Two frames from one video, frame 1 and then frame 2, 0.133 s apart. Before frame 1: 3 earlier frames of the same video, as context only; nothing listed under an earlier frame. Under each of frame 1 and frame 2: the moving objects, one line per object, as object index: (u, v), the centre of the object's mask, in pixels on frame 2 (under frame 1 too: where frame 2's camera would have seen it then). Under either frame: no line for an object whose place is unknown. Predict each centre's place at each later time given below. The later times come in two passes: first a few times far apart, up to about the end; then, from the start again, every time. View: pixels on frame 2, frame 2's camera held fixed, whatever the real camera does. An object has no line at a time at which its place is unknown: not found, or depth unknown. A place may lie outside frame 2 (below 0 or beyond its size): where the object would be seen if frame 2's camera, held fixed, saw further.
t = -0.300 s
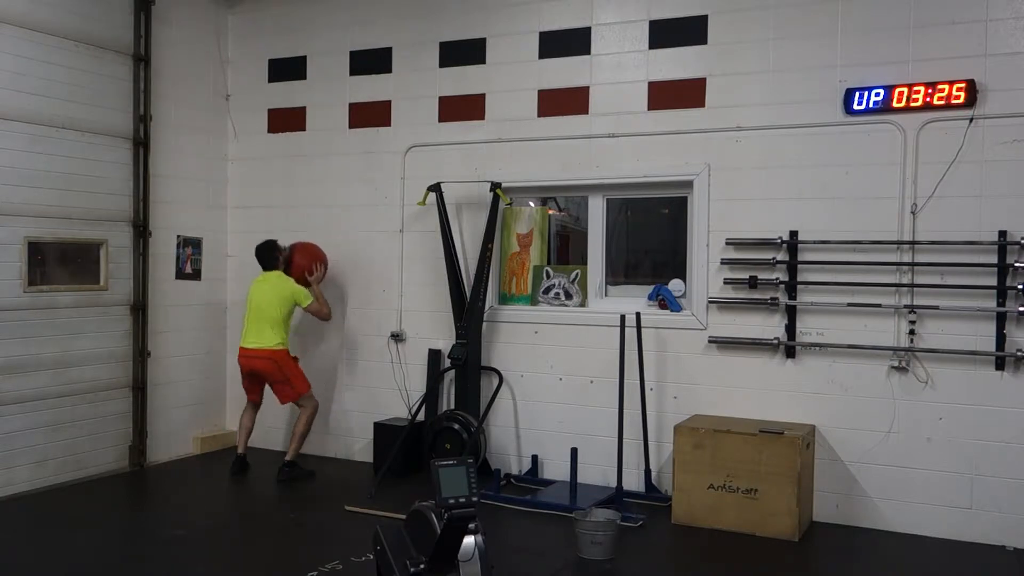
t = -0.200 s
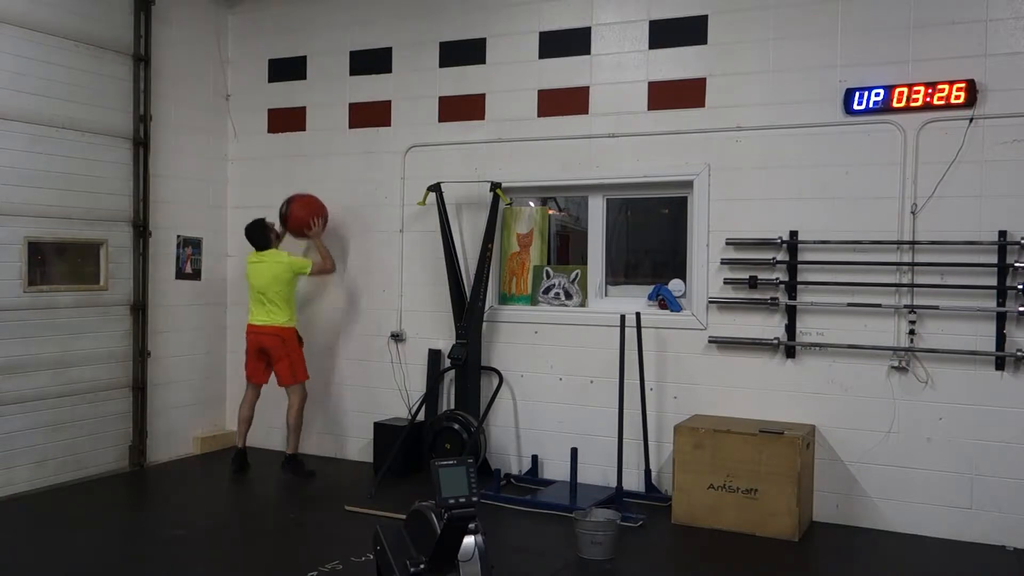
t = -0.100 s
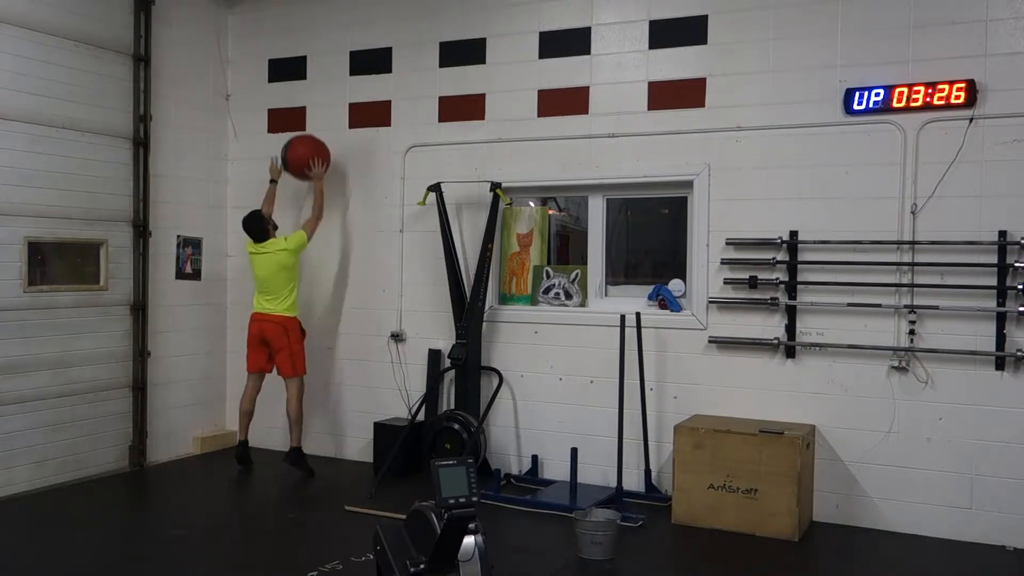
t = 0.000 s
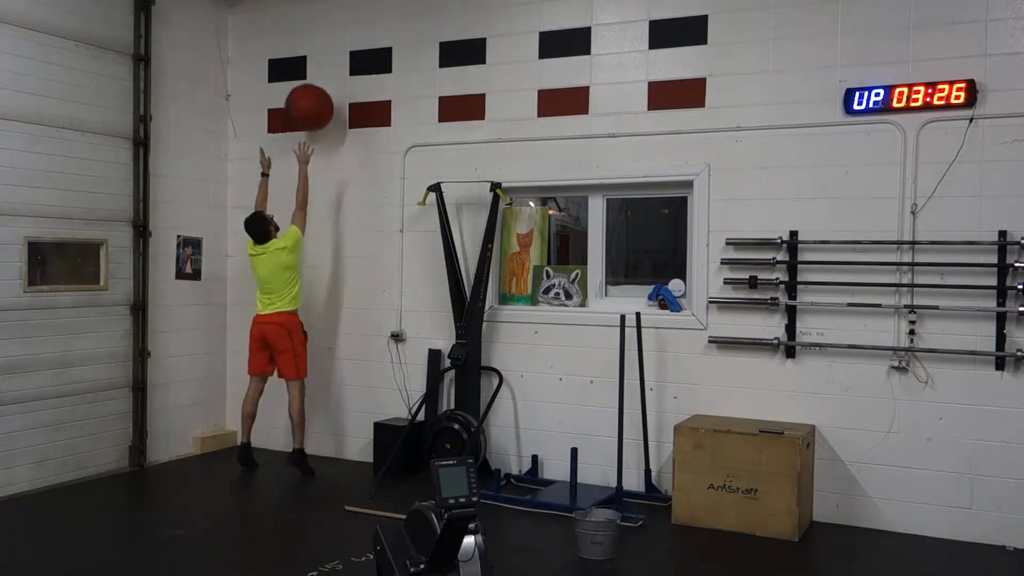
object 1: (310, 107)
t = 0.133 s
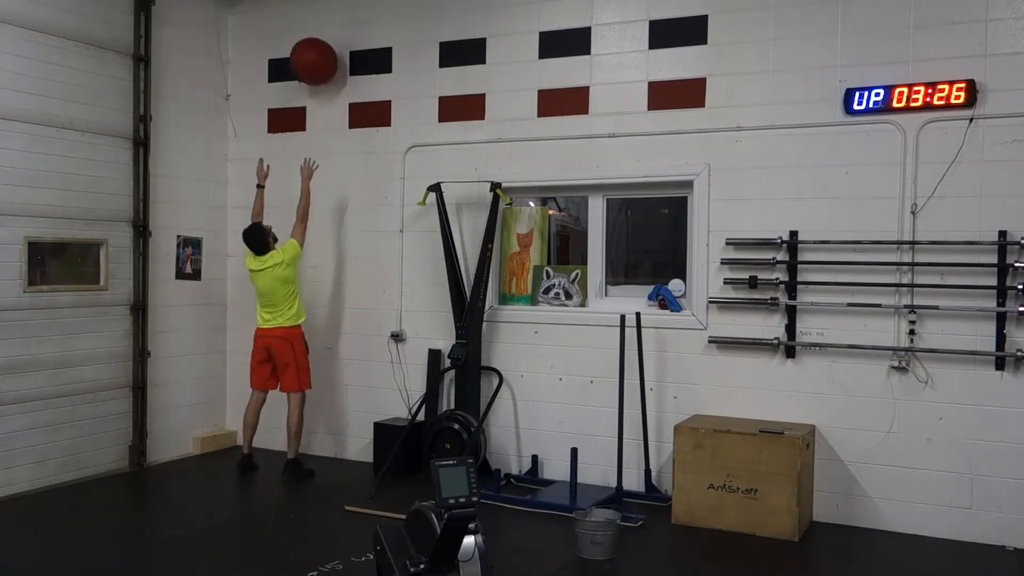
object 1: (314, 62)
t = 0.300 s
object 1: (317, 37)
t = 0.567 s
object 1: (308, 70)
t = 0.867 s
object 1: (298, 218)
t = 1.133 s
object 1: (289, 450)
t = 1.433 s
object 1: (294, 421)
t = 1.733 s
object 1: (300, 445)
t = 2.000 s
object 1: (300, 446)
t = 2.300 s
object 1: (300, 446)
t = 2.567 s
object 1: (300, 446)
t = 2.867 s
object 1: (300, 446)
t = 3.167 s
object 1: (300, 446)
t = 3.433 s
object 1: (300, 446)
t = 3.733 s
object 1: (300, 446)
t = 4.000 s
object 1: (300, 446)
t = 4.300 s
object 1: (300, 446)
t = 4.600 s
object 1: (300, 446)
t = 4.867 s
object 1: (300, 446)
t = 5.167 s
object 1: (300, 446)
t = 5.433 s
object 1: (300, 446)
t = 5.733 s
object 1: (300, 446)
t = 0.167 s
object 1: (315, 54)
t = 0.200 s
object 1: (316, 47)
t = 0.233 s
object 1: (317, 42)
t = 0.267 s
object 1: (317, 39)
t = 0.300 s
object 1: (317, 37)
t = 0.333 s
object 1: (316, 37)
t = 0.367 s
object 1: (315, 37)
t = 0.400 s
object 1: (314, 39)
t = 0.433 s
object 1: (313, 42)
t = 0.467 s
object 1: (312, 47)
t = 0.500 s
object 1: (311, 53)
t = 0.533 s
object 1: (310, 61)
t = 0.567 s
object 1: (308, 70)
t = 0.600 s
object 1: (307, 81)
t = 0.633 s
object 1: (306, 92)
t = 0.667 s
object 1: (305, 106)
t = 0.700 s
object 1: (304, 121)
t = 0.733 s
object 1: (303, 137)
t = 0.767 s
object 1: (301, 155)
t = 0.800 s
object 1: (300, 175)
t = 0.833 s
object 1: (299, 196)
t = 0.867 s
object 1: (298, 218)
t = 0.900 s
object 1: (297, 242)
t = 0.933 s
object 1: (296, 268)
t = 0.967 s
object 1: (295, 296)
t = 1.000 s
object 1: (293, 325)
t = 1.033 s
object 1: (292, 355)
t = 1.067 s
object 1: (291, 386)
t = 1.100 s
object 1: (290, 418)
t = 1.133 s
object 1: (289, 450)
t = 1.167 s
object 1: (290, 446)
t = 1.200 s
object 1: (290, 439)
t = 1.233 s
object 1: (291, 433)
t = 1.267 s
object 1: (291, 427)
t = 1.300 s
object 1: (292, 423)
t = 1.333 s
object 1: (292, 420)
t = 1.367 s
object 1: (293, 419)
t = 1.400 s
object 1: (294, 420)
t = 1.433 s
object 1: (294, 421)
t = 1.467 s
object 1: (295, 424)
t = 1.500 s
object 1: (296, 429)
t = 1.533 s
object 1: (296, 435)
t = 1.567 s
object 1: (297, 441)
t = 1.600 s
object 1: (297, 449)
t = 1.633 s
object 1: (297, 448)
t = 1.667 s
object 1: (298, 445)
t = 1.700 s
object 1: (299, 444)
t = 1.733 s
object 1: (300, 445)
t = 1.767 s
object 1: (300, 446)
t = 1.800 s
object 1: (300, 446)
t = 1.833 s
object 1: (301, 446)
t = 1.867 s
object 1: (301, 445)
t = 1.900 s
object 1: (301, 445)
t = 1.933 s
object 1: (301, 445)
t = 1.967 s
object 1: (301, 446)
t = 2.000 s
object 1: (300, 446)
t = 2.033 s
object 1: (300, 446)
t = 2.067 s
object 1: (300, 446)
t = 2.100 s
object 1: (300, 446)
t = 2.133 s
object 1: (300, 446)
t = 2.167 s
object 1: (300, 446)
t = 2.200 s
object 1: (300, 446)
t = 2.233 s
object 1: (300, 446)
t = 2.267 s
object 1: (300, 446)
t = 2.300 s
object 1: (300, 446)
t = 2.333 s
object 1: (300, 446)
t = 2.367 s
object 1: (300, 446)
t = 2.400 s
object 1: (300, 446)
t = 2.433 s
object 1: (300, 446)
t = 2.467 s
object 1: (300, 446)
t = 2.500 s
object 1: (300, 446)
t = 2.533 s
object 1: (300, 446)
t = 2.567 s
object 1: (300, 446)
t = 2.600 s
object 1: (300, 446)
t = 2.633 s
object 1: (300, 446)
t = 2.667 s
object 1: (300, 446)
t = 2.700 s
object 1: (300, 446)
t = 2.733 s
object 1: (300, 446)
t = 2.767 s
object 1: (300, 446)
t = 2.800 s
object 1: (300, 446)
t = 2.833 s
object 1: (300, 446)
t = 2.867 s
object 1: (300, 446)
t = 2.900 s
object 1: (300, 446)
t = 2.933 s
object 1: (300, 446)
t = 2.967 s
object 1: (300, 446)
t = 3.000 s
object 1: (300, 446)
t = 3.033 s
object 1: (300, 446)
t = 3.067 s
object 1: (300, 446)
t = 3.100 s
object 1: (300, 446)
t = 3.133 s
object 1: (300, 446)
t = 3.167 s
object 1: (300, 446)
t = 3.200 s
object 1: (300, 446)
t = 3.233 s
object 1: (300, 446)
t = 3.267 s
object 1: (300, 447)
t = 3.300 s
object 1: (300, 446)
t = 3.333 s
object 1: (300, 447)
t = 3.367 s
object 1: (300, 446)
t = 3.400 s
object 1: (300, 447)
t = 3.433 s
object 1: (300, 446)
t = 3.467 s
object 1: (300, 447)
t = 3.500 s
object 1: (300, 446)
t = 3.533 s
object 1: (300, 446)
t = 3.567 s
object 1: (300, 446)
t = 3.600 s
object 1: (300, 446)
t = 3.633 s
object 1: (300, 446)
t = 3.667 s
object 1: (300, 446)
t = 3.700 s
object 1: (300, 446)
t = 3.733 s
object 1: (300, 446)
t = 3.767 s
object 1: (300, 446)
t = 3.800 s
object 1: (300, 446)
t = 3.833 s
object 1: (300, 446)
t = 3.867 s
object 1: (300, 446)
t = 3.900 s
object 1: (300, 446)
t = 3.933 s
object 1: (300, 446)
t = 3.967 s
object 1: (300, 446)
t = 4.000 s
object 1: (300, 446)
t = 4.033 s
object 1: (300, 446)
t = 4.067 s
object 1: (300, 446)
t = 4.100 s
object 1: (300, 446)
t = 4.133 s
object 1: (300, 446)
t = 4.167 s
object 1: (300, 446)
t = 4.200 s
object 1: (300, 446)
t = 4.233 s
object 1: (300, 446)
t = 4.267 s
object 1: (300, 446)
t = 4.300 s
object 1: (300, 446)
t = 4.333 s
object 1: (300, 446)
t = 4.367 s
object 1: (300, 446)
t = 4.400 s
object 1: (300, 446)
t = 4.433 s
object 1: (300, 446)
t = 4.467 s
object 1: (300, 446)
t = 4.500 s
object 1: (300, 446)
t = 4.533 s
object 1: (300, 446)
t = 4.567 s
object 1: (300, 446)
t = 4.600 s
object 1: (300, 446)
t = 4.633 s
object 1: (300, 446)
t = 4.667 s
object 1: (300, 446)
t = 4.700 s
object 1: (300, 446)
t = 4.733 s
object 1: (300, 446)
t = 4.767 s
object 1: (300, 446)
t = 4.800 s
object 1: (300, 446)
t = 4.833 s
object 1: (300, 446)
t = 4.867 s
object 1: (300, 446)
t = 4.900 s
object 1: (300, 446)
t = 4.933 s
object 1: (300, 446)
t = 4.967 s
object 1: (300, 446)
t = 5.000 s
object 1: (300, 446)
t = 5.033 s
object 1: (300, 446)
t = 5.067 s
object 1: (300, 446)
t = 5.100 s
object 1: (300, 446)
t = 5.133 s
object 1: (300, 446)
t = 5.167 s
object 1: (300, 446)
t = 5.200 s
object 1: (300, 446)
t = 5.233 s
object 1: (300, 446)
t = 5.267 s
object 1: (300, 446)
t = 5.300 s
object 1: (300, 446)
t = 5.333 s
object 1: (300, 446)
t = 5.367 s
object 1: (300, 446)
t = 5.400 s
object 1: (300, 446)
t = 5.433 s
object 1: (300, 446)
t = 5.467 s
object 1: (300, 446)
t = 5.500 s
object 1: (300, 446)
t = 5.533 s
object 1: (300, 446)
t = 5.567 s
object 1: (300, 446)
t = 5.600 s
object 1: (300, 446)
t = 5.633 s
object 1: (300, 446)
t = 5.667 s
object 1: (300, 446)
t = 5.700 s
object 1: (300, 446)
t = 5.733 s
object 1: (300, 446)
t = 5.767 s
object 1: (300, 446)
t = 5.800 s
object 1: (300, 446)
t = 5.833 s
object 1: (300, 446)
